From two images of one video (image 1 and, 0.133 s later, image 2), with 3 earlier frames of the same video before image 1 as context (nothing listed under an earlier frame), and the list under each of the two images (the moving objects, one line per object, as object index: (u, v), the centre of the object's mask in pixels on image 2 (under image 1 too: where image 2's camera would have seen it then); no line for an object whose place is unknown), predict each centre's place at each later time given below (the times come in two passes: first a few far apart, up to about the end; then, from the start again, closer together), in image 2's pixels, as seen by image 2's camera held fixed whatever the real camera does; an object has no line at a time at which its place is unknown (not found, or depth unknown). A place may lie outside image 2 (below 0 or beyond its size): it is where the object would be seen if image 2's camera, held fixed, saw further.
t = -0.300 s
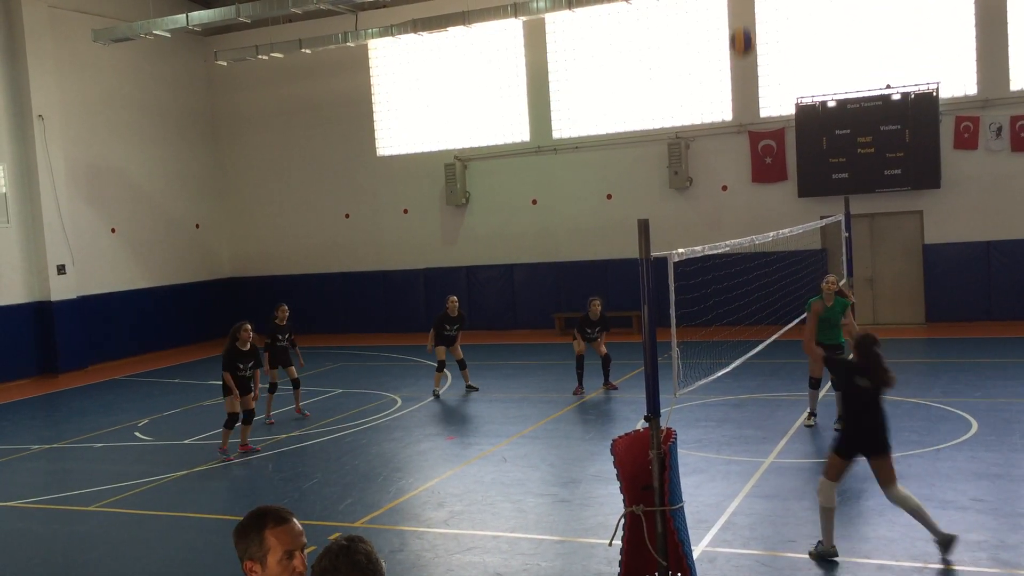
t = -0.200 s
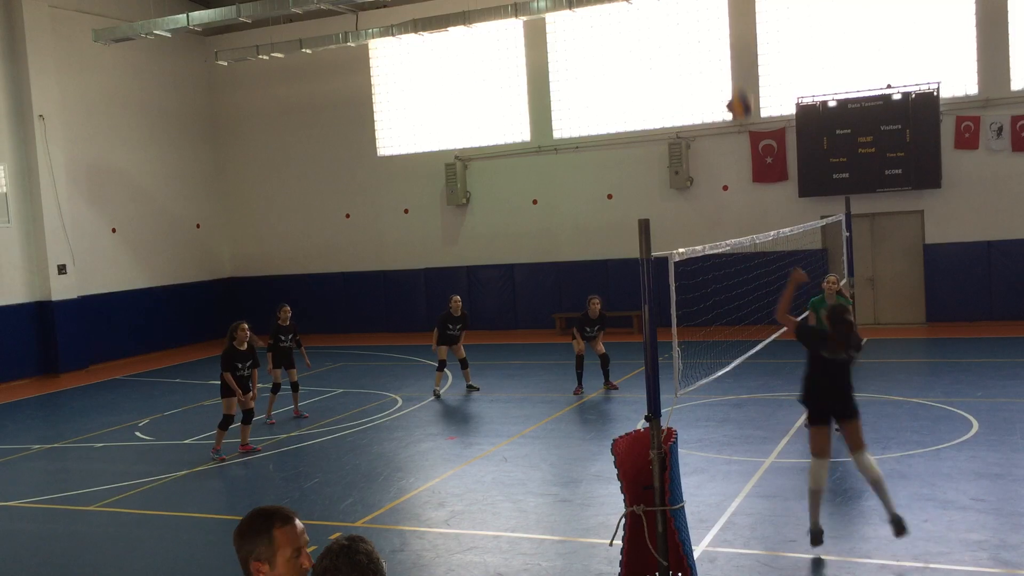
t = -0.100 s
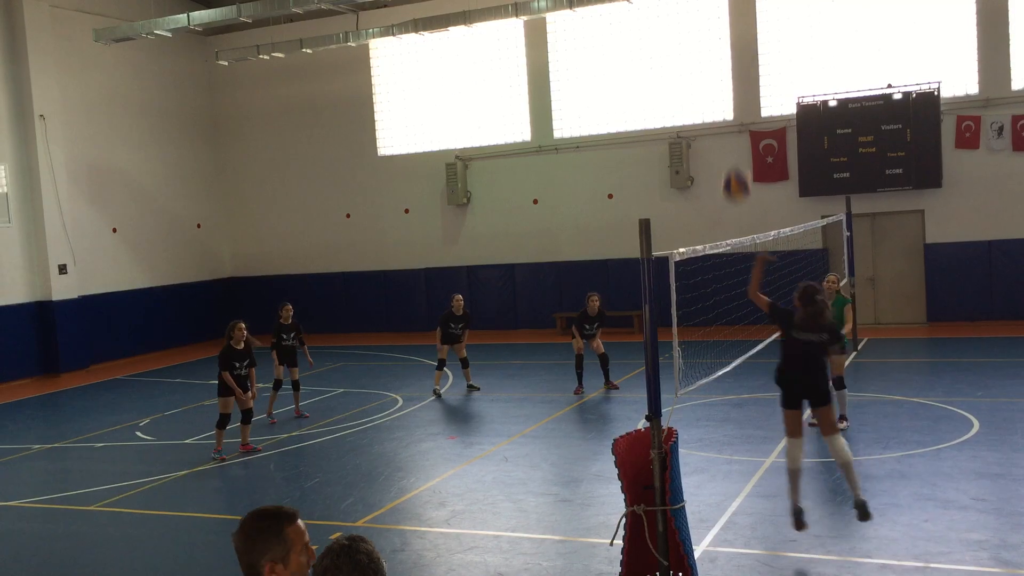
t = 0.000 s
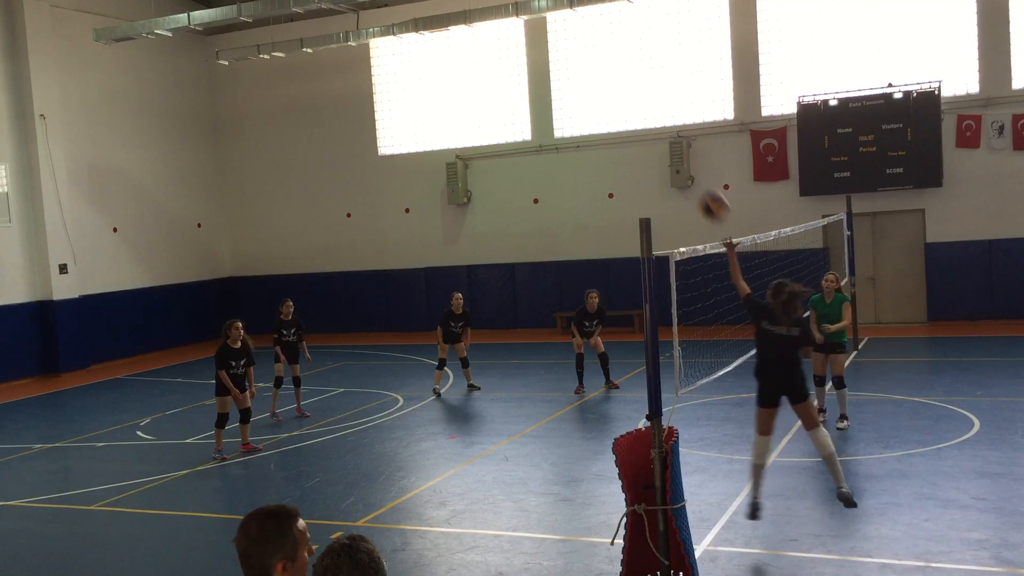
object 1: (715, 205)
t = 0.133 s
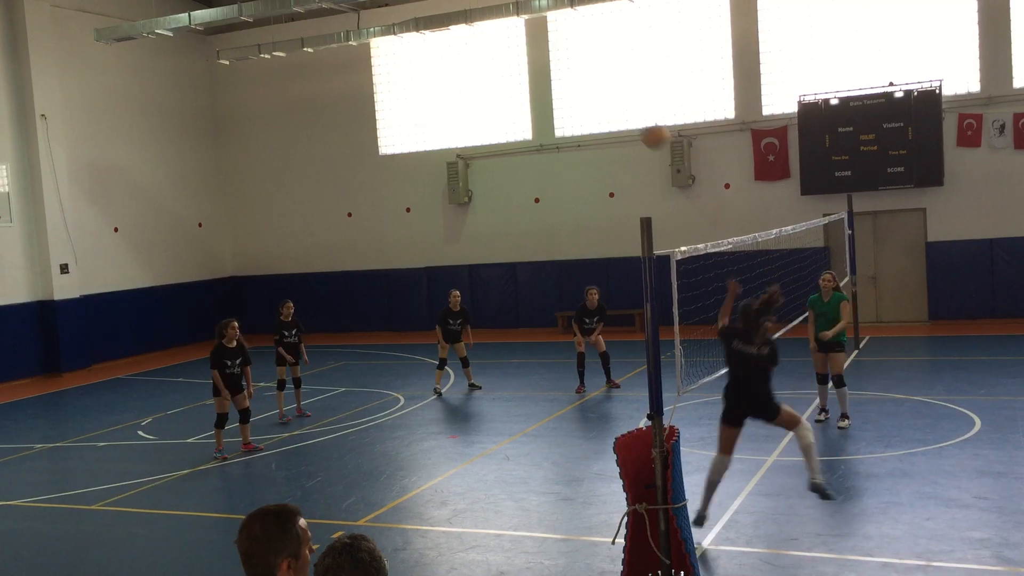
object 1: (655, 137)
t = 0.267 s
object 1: (605, 93)
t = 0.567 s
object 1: (521, 82)
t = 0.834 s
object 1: (469, 144)
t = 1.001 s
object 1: (445, 207)
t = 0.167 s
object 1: (641, 124)
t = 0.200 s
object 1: (628, 111)
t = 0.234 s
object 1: (616, 101)
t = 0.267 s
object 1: (605, 93)
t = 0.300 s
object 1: (594, 86)
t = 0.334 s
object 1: (584, 81)
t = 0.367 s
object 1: (573, 78)
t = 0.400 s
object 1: (564, 75)
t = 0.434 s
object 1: (554, 75)
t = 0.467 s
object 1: (545, 75)
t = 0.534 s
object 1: (530, 78)
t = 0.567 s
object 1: (521, 82)
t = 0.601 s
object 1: (514, 87)
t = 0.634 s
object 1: (507, 92)
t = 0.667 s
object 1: (499, 99)
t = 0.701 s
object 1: (493, 106)
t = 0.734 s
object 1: (486, 114)
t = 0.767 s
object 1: (480, 123)
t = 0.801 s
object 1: (475, 133)
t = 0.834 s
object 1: (469, 144)
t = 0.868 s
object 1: (464, 156)
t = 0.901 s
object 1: (460, 166)
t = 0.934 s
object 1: (455, 180)
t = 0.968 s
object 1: (450, 193)
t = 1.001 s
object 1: (445, 207)
